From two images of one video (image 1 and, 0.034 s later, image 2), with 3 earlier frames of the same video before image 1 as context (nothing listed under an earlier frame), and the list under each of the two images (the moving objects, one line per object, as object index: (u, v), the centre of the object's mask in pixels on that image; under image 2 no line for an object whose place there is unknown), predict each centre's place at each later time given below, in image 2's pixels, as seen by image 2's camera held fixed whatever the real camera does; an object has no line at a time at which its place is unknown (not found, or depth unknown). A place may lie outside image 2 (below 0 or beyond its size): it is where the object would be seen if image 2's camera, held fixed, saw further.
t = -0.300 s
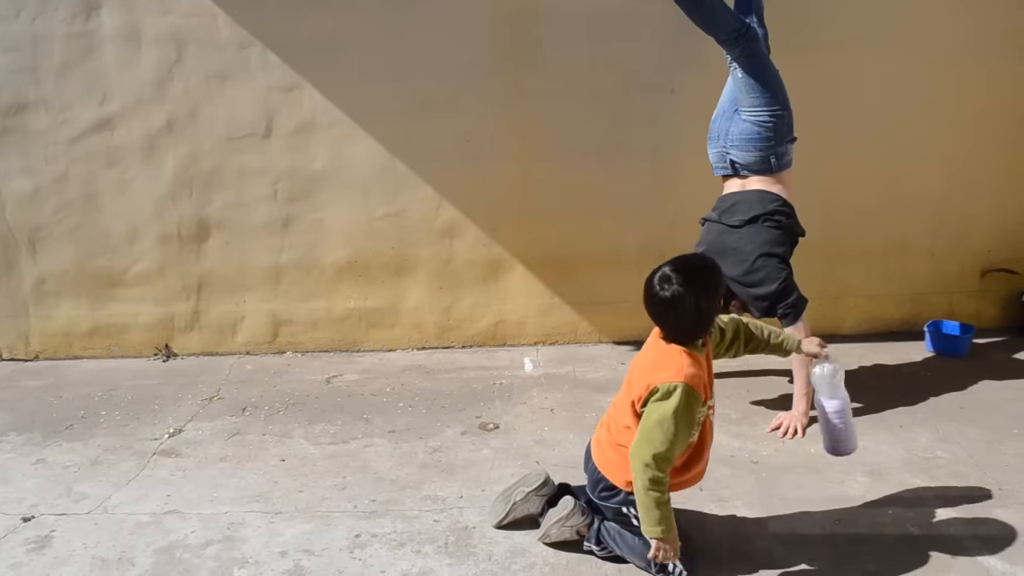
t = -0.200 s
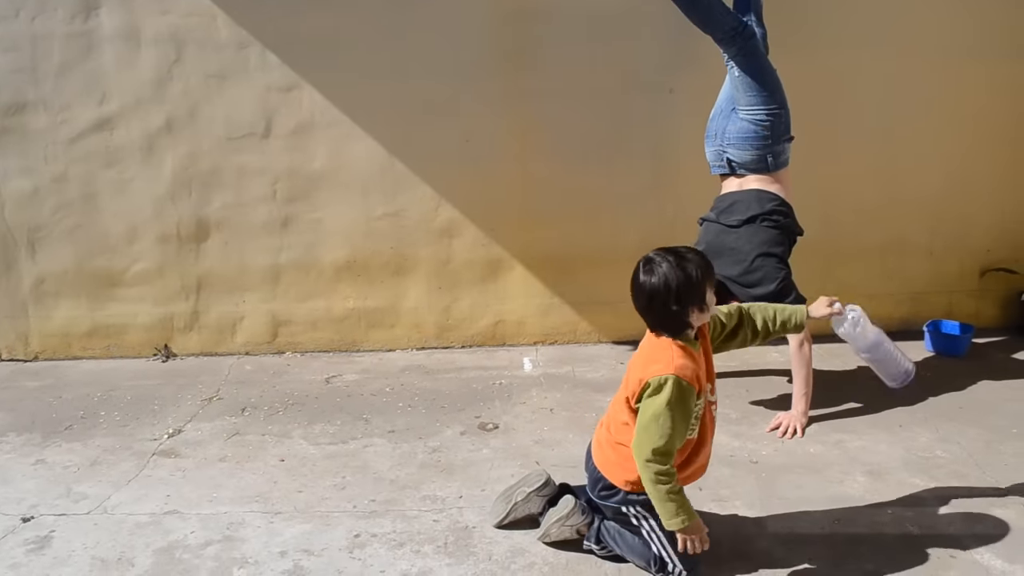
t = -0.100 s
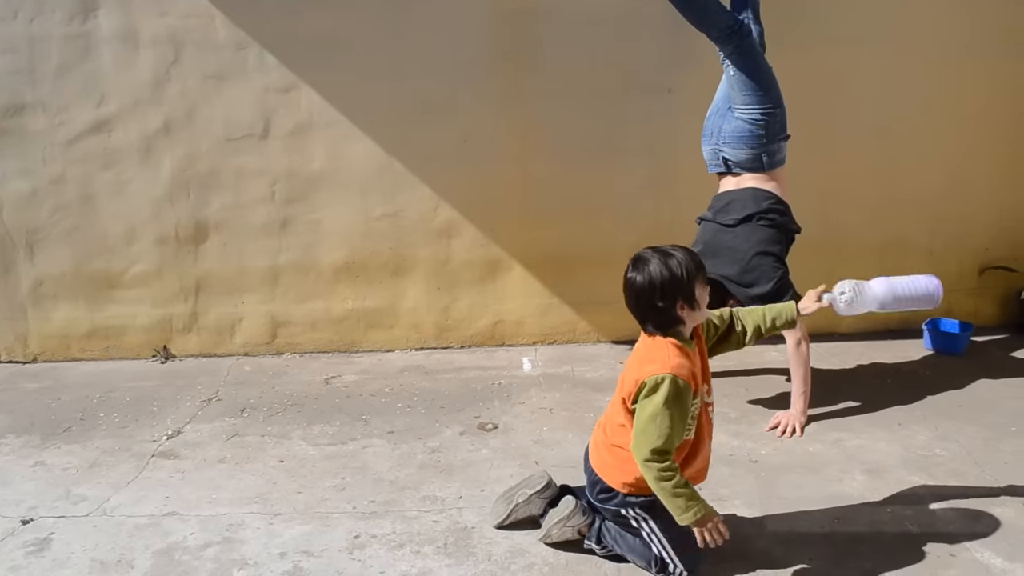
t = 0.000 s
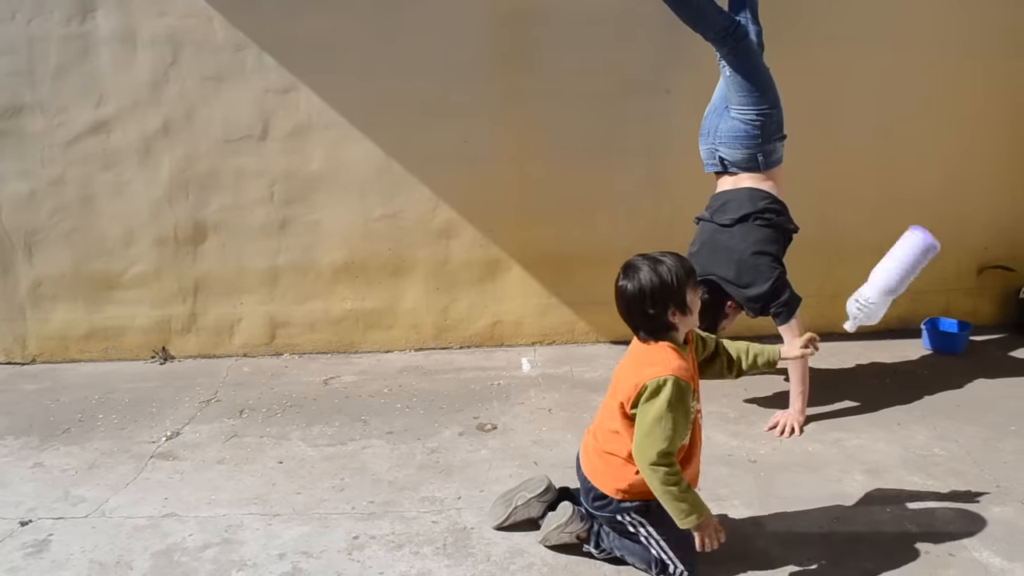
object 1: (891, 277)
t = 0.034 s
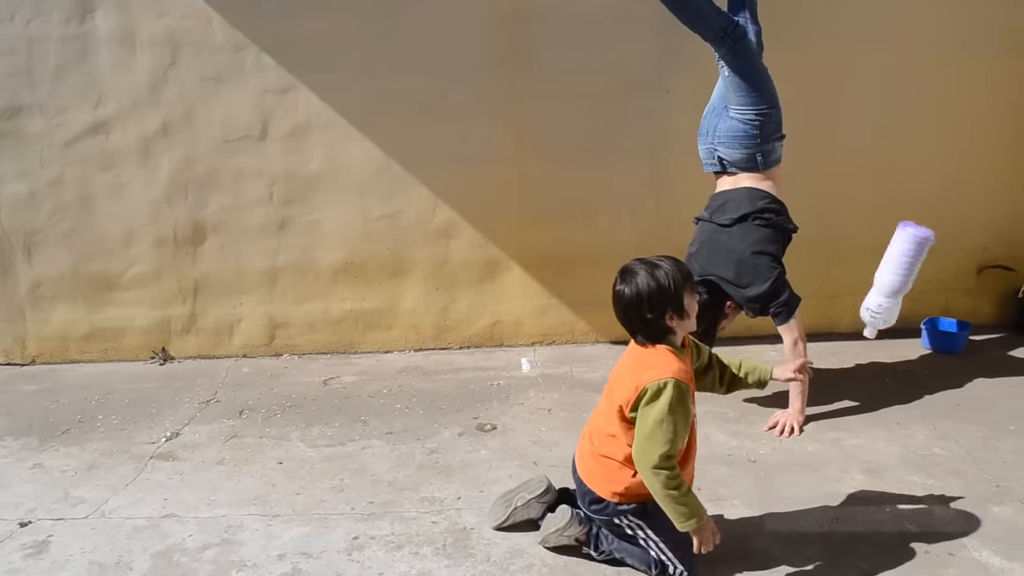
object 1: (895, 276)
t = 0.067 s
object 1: (905, 282)
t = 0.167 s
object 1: (912, 291)
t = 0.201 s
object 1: (913, 304)
